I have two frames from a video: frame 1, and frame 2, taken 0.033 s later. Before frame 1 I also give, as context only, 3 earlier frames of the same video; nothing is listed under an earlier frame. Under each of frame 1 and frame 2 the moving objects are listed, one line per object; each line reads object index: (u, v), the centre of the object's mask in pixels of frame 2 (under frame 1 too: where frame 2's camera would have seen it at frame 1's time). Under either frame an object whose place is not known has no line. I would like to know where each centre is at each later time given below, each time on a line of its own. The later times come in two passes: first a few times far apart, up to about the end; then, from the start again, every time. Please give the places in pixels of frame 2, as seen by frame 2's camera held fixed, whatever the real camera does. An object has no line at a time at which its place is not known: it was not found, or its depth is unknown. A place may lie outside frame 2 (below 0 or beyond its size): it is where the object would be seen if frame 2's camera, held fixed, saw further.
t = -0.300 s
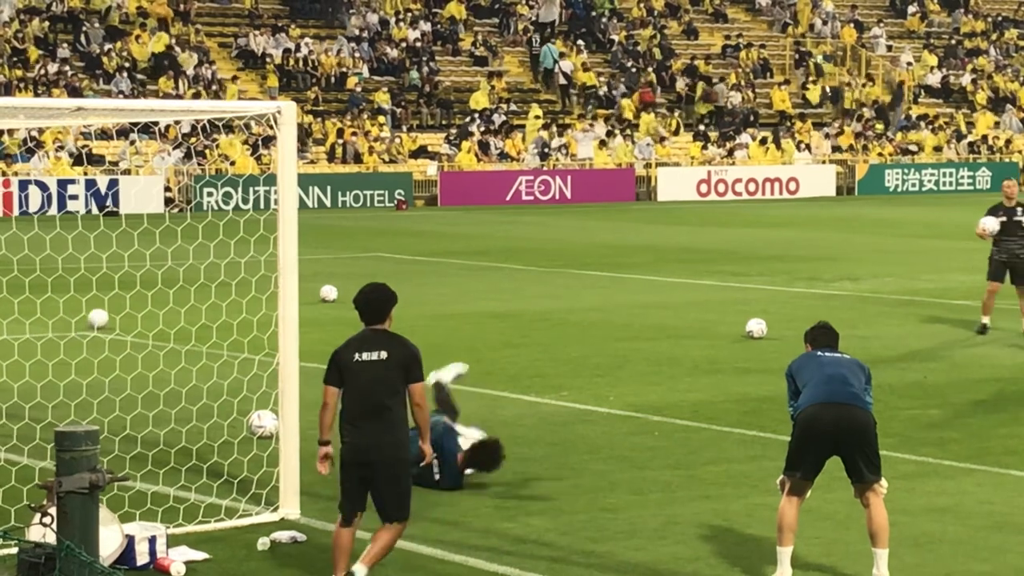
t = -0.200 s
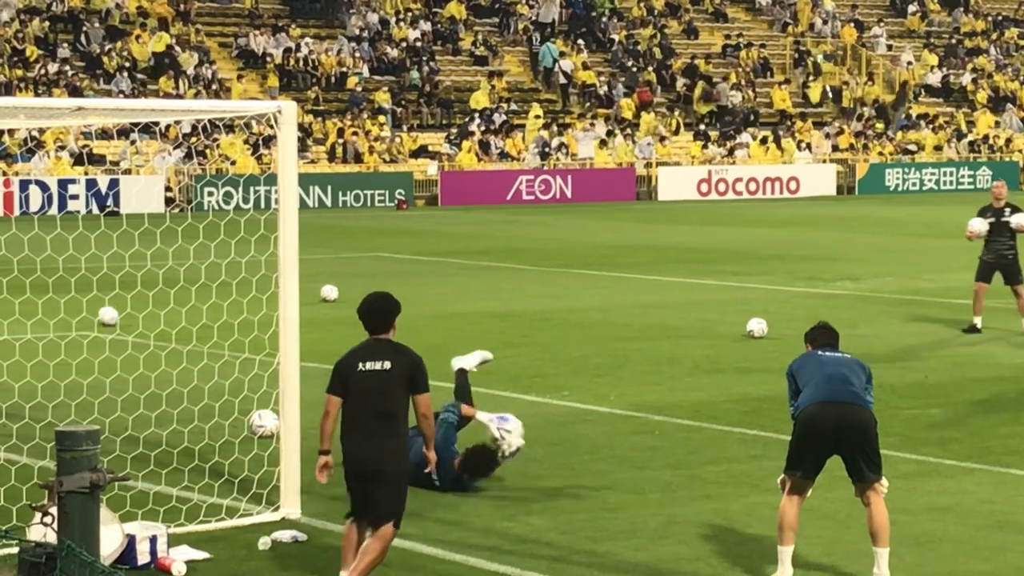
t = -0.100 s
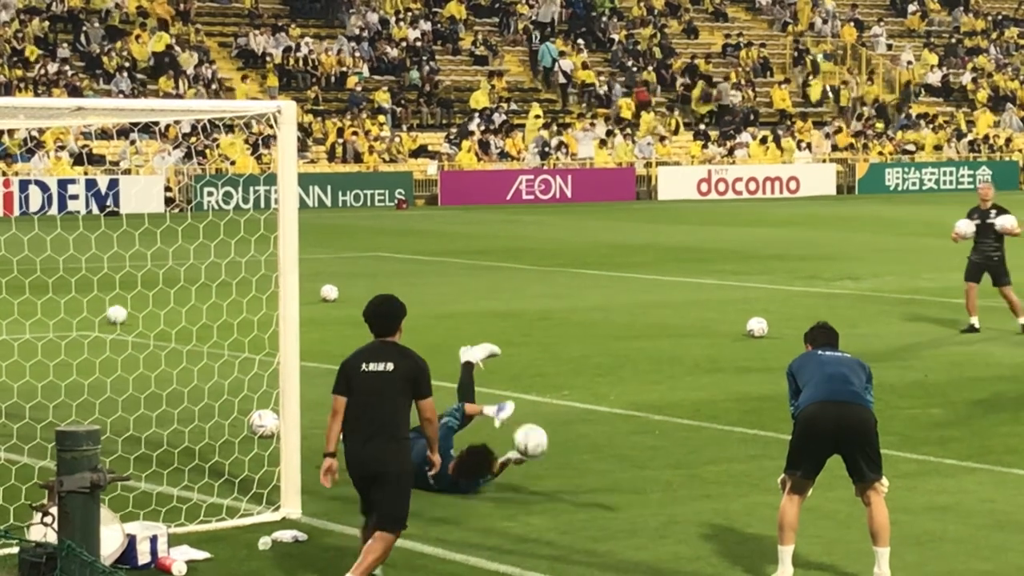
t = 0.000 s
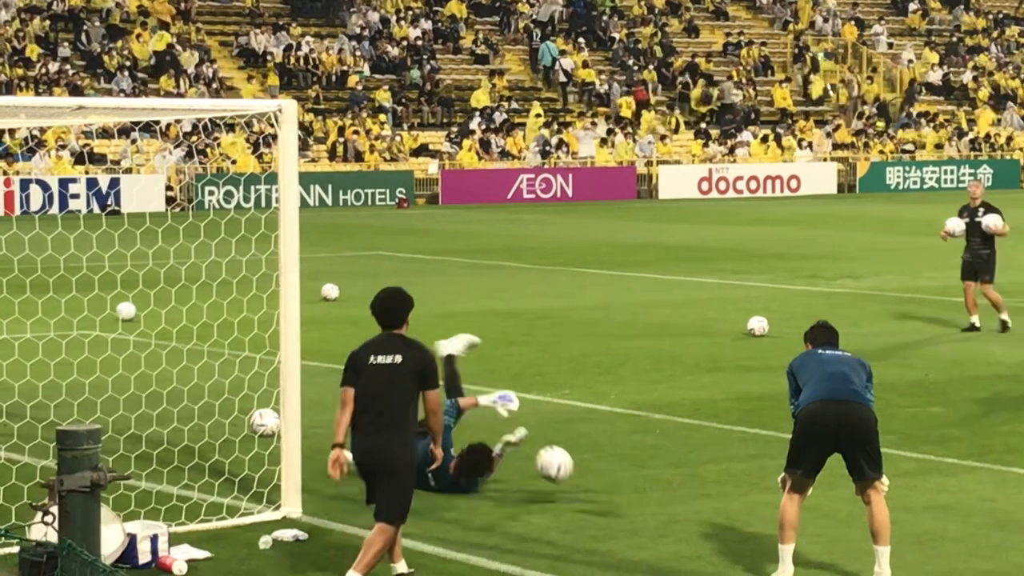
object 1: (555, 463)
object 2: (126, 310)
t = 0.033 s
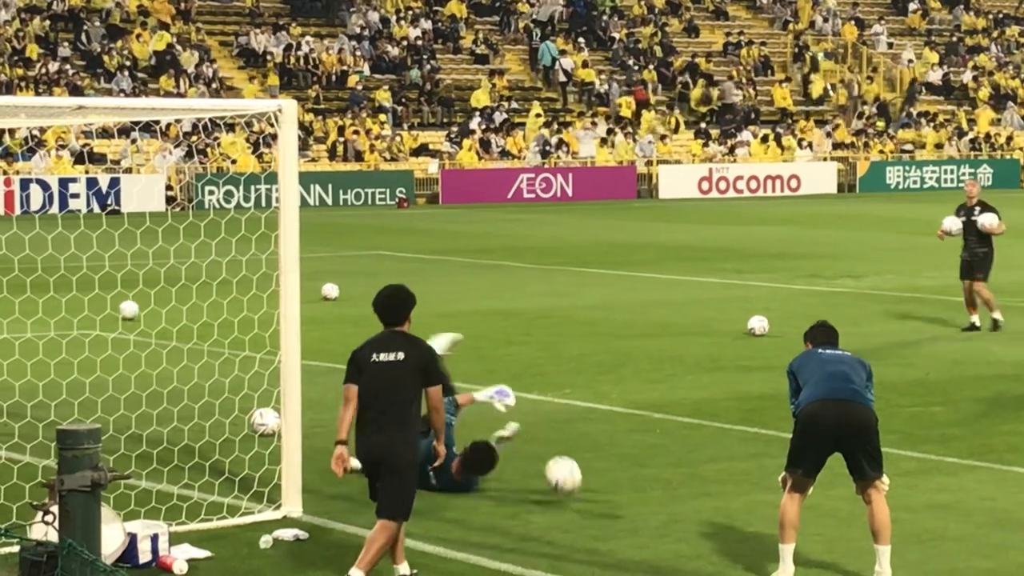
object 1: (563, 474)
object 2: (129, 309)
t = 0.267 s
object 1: (613, 496)
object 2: (147, 306)
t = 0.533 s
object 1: (671, 529)
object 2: (164, 302)
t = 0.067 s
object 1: (571, 488)
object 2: (131, 309)
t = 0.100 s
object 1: (580, 501)
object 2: (134, 309)
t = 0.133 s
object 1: (586, 497)
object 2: (137, 309)
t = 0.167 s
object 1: (593, 495)
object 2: (139, 308)
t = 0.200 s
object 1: (600, 494)
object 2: (142, 307)
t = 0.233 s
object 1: (606, 494)
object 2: (144, 307)
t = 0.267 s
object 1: (613, 496)
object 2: (147, 306)
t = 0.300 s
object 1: (620, 500)
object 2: (149, 305)
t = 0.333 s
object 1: (627, 507)
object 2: (152, 305)
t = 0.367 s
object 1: (634, 514)
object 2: (153, 304)
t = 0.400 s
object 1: (641, 524)
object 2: (155, 304)
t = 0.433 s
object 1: (648, 529)
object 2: (158, 303)
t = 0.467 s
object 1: (656, 527)
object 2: (160, 303)
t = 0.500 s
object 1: (663, 527)
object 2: (162, 303)
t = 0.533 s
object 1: (671, 529)
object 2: (164, 302)
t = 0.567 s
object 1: (679, 532)
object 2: (166, 301)
